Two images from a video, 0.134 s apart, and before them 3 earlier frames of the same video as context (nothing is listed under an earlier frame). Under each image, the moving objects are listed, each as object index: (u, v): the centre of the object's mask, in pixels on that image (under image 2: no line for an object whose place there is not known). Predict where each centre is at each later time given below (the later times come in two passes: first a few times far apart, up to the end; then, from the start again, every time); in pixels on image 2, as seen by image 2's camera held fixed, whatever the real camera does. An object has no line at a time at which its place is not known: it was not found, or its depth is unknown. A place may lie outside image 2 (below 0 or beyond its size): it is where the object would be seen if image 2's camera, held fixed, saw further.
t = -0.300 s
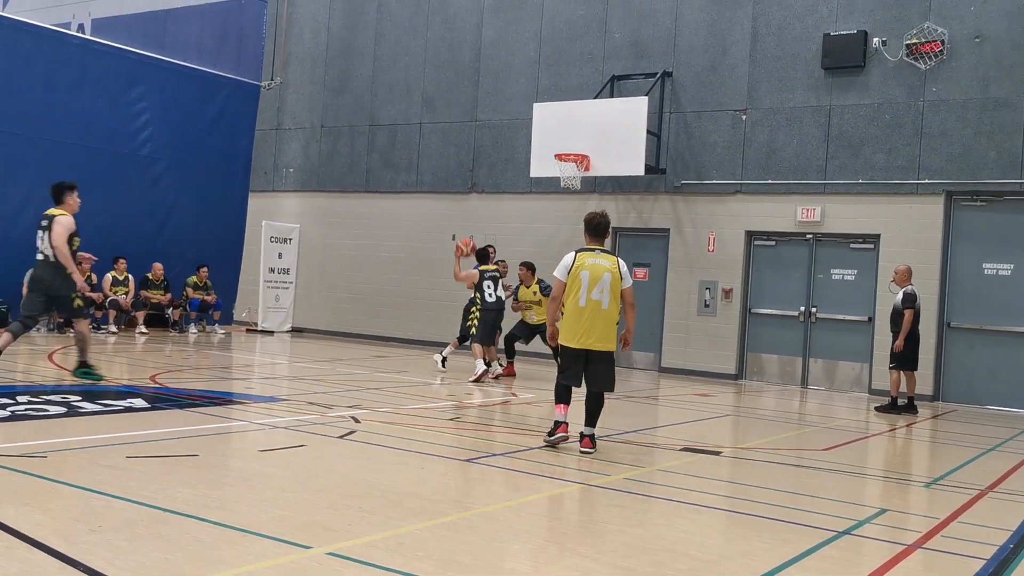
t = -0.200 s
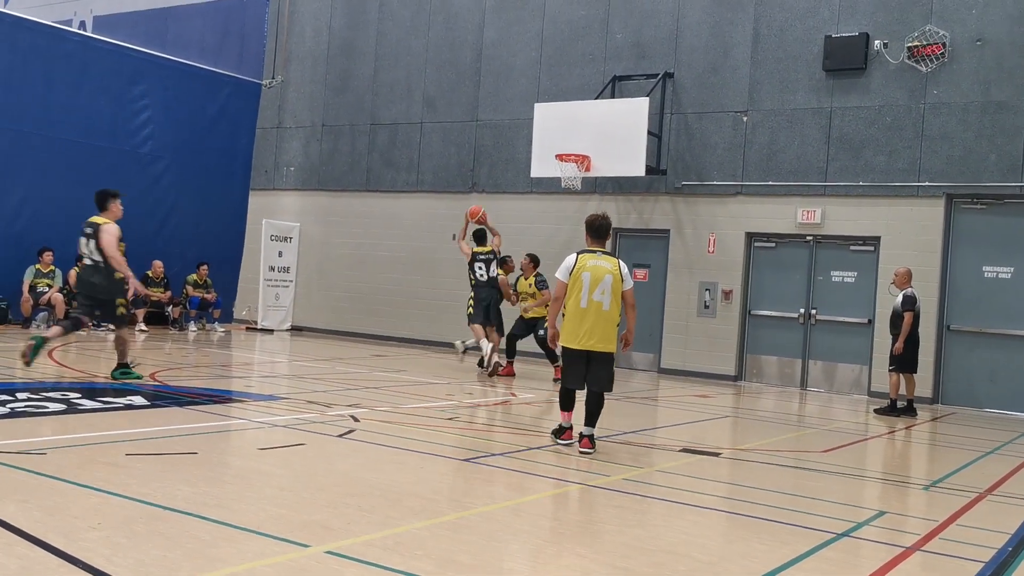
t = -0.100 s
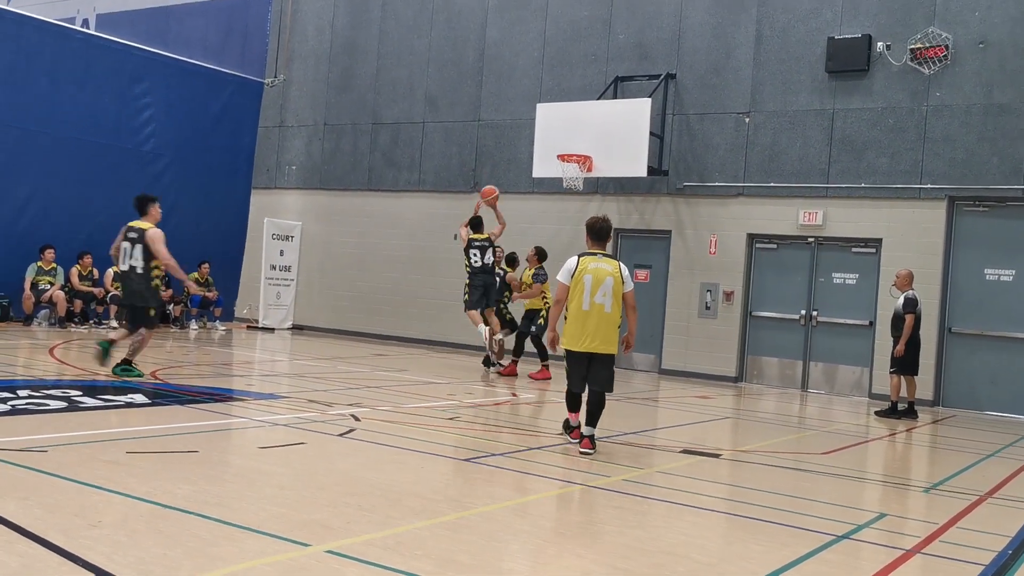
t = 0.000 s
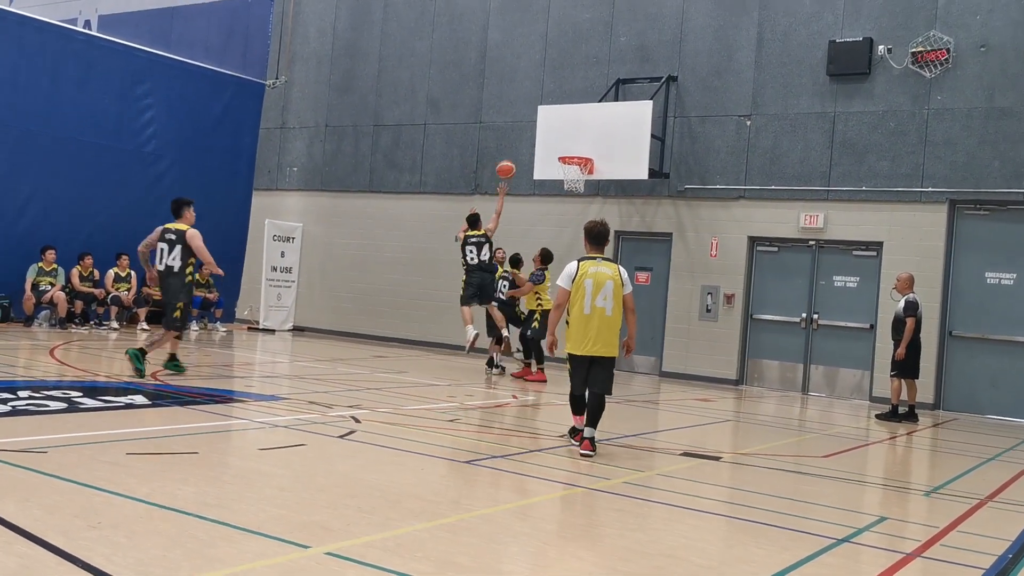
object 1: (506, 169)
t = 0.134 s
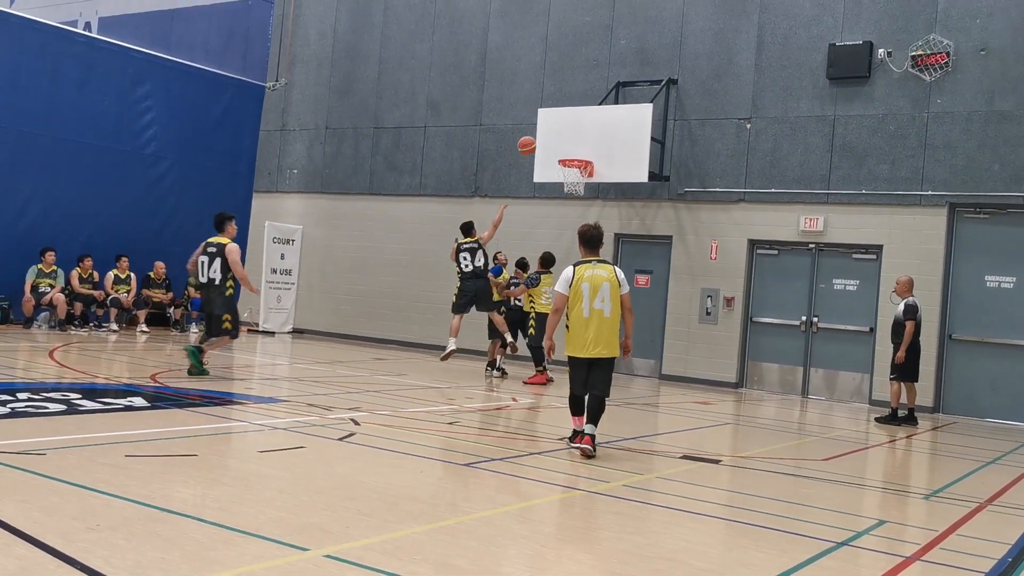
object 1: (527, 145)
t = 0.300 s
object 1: (551, 132)
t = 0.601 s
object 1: (585, 155)
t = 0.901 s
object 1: (539, 146)
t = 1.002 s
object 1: (523, 156)
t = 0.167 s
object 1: (532, 141)
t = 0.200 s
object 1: (537, 137)
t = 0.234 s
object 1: (542, 135)
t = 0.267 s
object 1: (546, 133)
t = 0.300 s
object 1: (551, 132)
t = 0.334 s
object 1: (555, 132)
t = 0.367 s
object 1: (559, 133)
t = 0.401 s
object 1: (563, 134)
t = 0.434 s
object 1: (567, 136)
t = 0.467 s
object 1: (571, 139)
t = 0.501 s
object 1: (575, 143)
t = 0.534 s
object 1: (579, 147)
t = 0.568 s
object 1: (582, 152)
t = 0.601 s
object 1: (585, 155)
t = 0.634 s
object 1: (580, 152)
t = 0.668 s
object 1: (575, 149)
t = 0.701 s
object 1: (571, 146)
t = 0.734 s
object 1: (565, 144)
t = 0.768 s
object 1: (560, 143)
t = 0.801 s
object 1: (555, 143)
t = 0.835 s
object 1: (550, 143)
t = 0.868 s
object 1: (545, 144)
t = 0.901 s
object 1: (539, 146)
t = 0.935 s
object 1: (534, 148)
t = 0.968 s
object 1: (528, 151)
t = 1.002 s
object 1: (523, 156)
